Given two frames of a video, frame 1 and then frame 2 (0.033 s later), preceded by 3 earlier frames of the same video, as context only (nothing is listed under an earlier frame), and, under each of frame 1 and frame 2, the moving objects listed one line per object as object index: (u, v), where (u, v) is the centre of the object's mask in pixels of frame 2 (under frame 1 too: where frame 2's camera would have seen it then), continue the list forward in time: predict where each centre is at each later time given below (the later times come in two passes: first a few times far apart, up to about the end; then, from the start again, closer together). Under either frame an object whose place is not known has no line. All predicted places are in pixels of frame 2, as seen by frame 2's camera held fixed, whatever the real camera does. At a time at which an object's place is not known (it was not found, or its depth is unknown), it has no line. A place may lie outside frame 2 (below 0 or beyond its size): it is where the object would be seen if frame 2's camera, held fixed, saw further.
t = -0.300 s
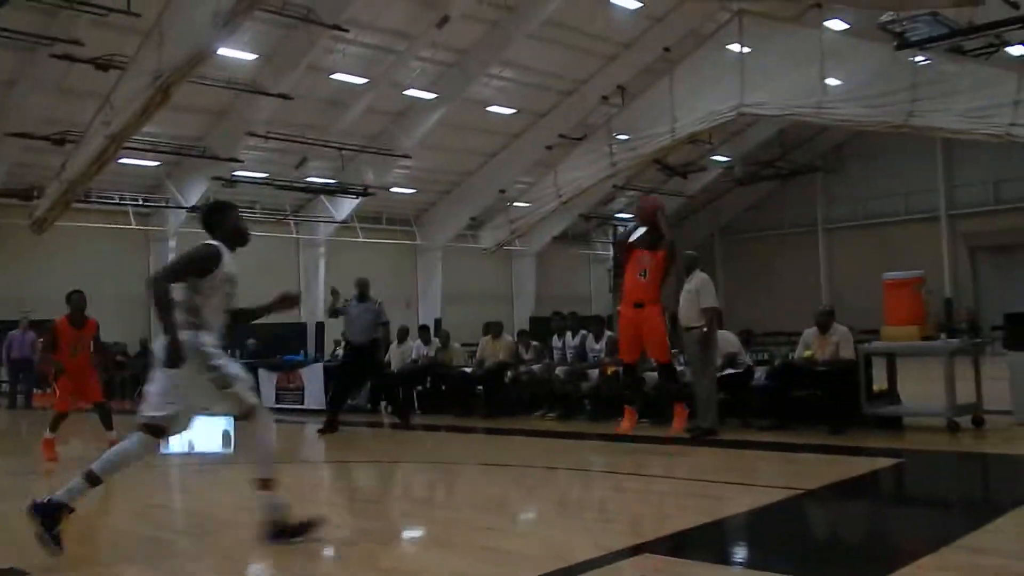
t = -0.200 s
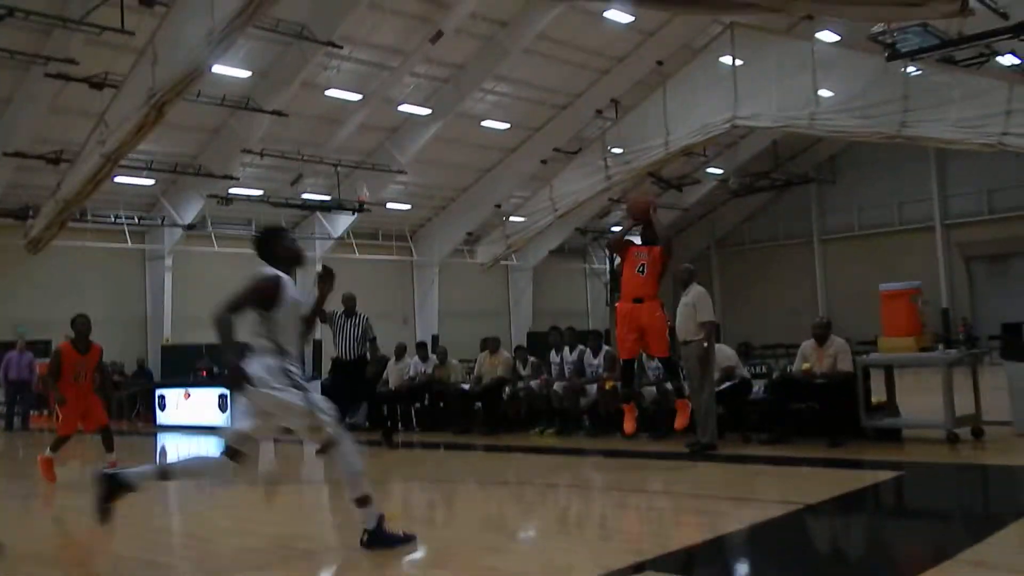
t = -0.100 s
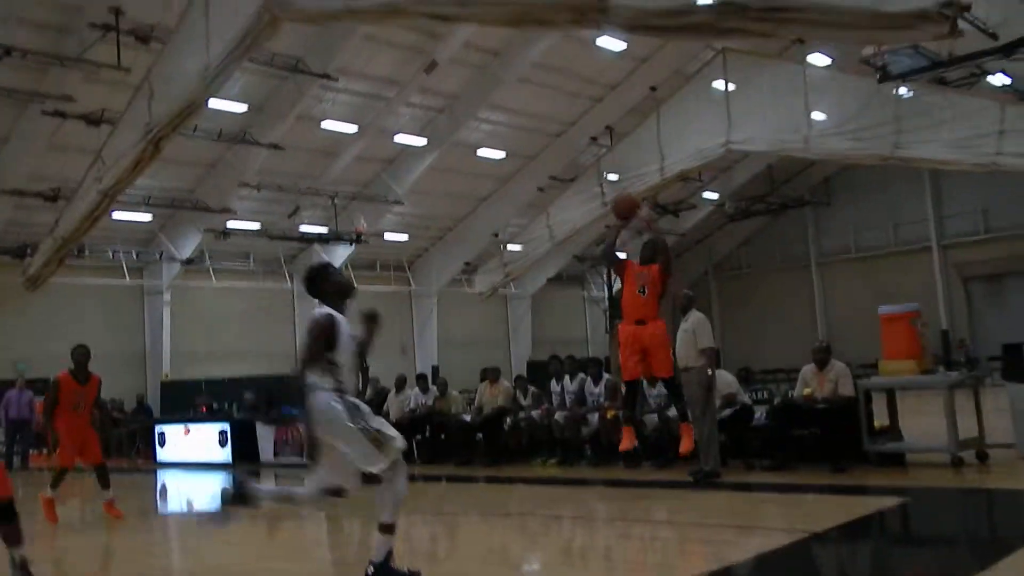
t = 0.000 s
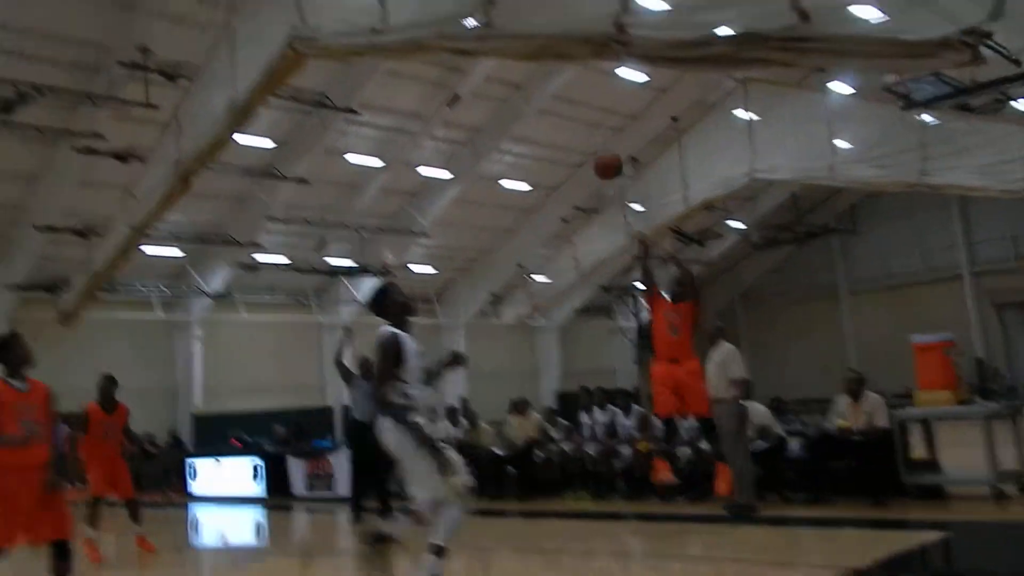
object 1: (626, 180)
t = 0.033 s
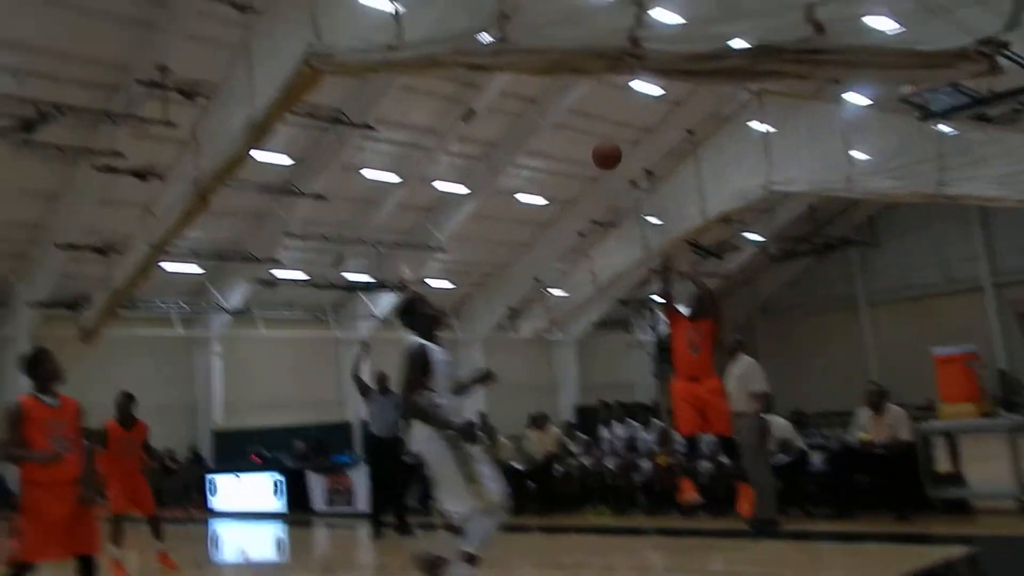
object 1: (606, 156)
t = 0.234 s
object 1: (498, 25)
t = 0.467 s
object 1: (344, -97)
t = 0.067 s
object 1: (589, 133)
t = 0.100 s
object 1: (570, 108)
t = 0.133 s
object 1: (553, 88)
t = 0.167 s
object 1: (535, 68)
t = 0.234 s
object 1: (498, 25)
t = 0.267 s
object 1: (478, 5)
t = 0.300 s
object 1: (456, -14)
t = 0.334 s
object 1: (434, -32)
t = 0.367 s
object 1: (413, -50)
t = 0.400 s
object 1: (391, -66)
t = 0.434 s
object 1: (368, -83)
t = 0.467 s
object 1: (344, -97)
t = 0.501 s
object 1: (318, -108)
